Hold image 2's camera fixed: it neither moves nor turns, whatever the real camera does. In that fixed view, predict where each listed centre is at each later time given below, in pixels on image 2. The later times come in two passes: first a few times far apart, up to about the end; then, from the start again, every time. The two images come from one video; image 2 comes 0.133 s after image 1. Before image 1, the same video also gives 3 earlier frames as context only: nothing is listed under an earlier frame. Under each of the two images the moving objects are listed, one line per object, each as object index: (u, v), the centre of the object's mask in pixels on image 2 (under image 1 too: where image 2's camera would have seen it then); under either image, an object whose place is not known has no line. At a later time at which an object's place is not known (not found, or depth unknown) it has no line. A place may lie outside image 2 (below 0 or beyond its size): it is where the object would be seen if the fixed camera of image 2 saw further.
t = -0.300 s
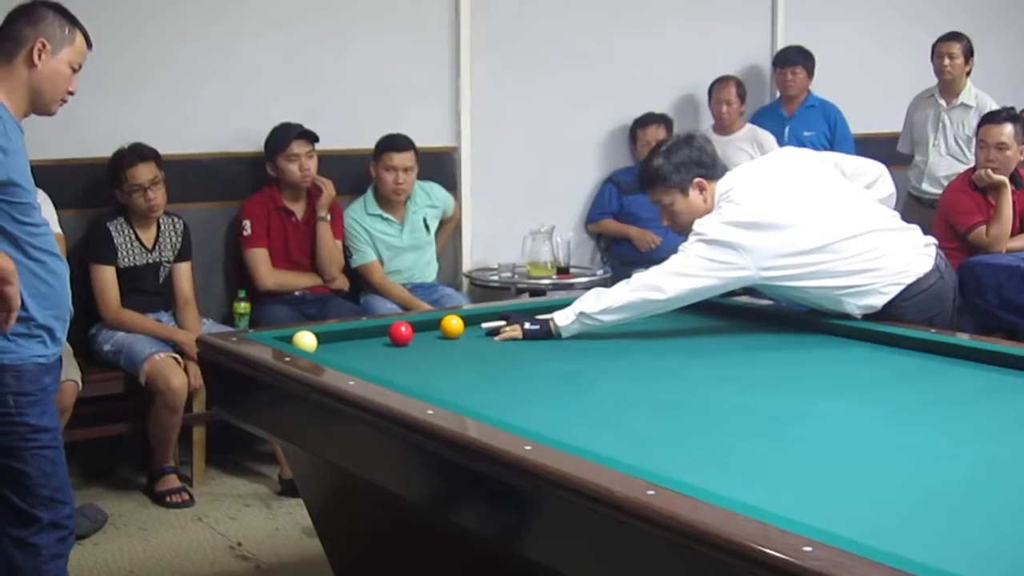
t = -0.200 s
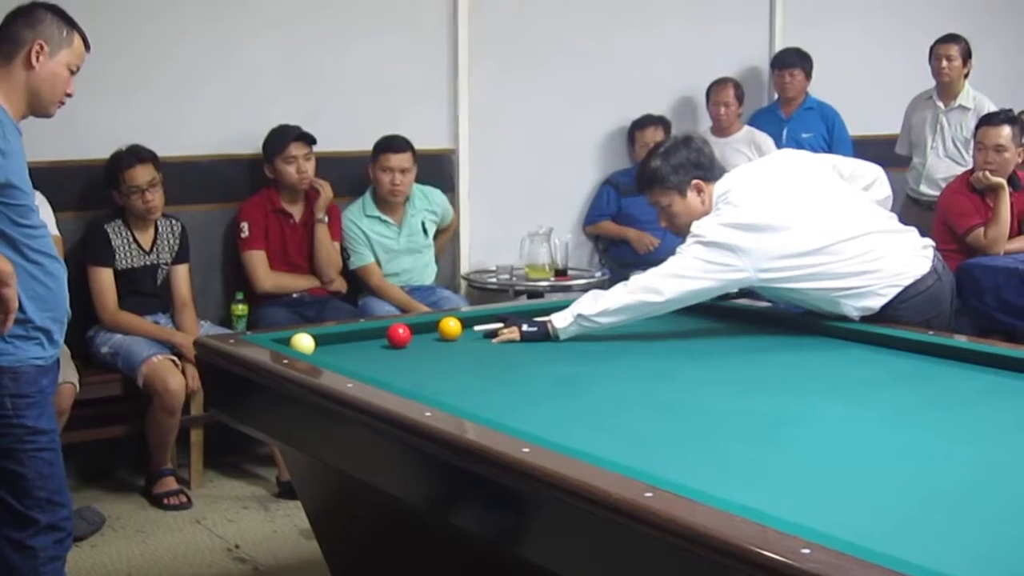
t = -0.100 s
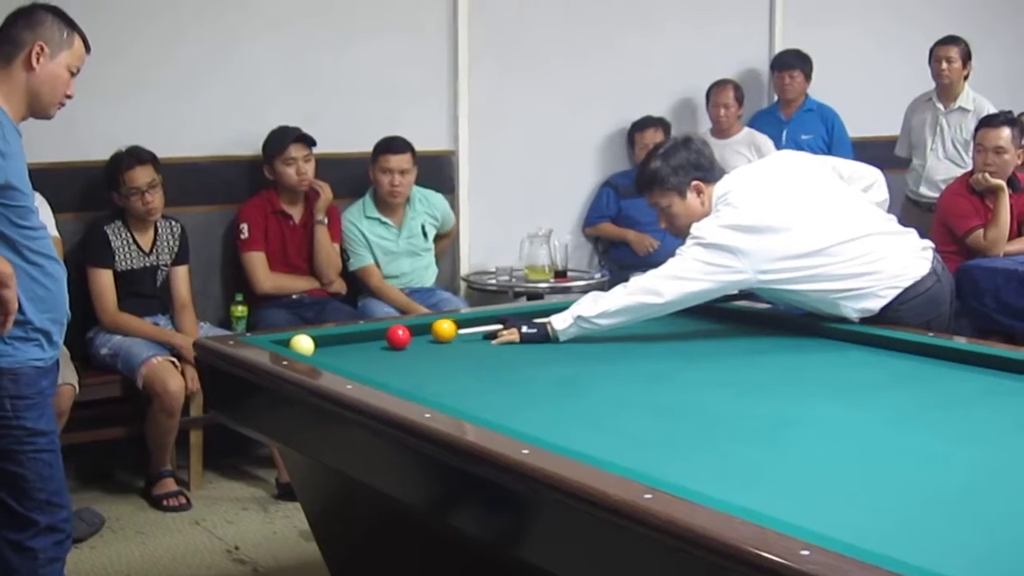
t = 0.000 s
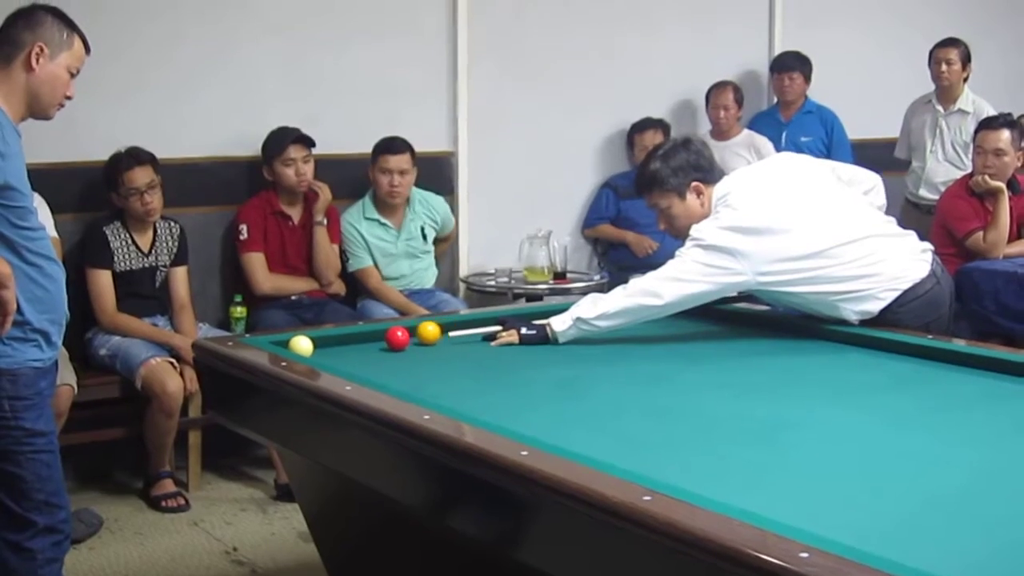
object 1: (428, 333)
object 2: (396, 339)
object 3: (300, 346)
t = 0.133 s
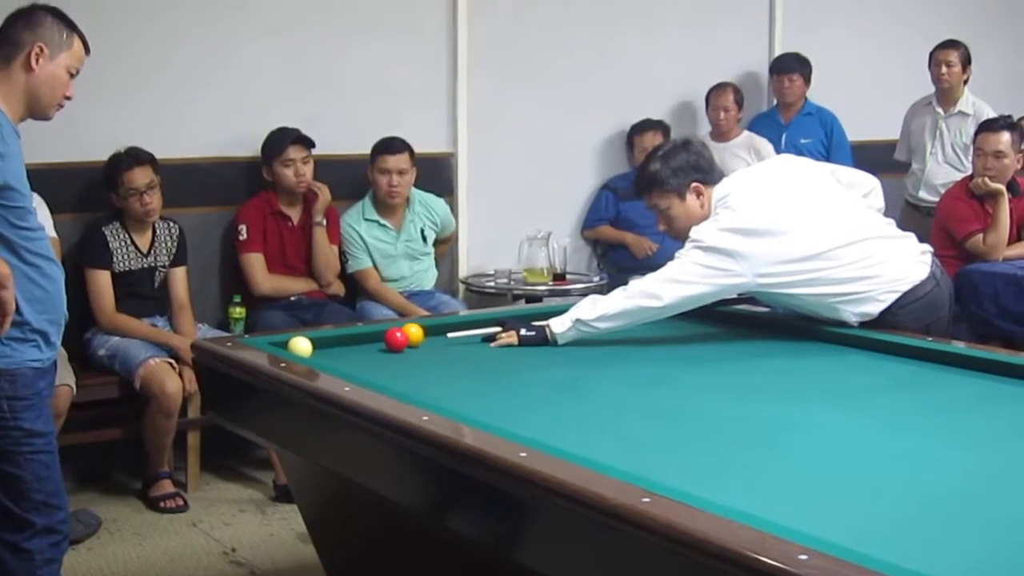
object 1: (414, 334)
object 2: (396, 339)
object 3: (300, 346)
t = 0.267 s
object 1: (398, 328)
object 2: (395, 340)
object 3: (300, 346)
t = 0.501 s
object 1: (371, 335)
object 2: (393, 341)
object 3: (300, 346)
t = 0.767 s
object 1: (353, 338)
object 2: (389, 342)
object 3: (300, 346)
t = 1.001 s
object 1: (339, 341)
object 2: (387, 343)
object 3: (300, 346)
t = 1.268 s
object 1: (324, 344)
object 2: (384, 344)
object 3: (300, 346)
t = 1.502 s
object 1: (320, 346)
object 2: (382, 344)
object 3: (291, 345)
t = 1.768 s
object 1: (320, 347)
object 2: (381, 345)
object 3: (294, 345)
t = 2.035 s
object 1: (324, 348)
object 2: (380, 345)
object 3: (296, 345)
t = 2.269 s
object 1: (327, 348)
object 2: (379, 345)
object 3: (296, 345)
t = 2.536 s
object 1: (330, 349)
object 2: (380, 345)
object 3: (296, 345)
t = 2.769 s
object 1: (332, 349)
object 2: (380, 345)
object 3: (296, 345)
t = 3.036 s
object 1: (335, 350)
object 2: (380, 346)
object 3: (296, 345)
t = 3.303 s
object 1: (336, 350)
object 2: (380, 345)
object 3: (296, 345)
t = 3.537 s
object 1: (336, 350)
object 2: (380, 345)
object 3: (296, 345)
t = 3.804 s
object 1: (336, 350)
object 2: (380, 345)
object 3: (296, 345)
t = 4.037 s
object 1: (336, 350)
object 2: (380, 345)
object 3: (296, 345)
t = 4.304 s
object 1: (336, 350)
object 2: (380, 345)
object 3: (296, 345)
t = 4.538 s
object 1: (336, 350)
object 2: (380, 346)
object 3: (296, 345)
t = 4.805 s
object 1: (335, 350)
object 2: (379, 345)
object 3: (296, 345)
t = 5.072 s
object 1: (335, 350)
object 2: (380, 345)
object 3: (296, 345)
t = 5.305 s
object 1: (335, 350)
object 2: (380, 345)
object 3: (296, 345)
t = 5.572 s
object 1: (335, 350)
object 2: (380, 345)
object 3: (296, 345)
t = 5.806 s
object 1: (335, 350)
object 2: (379, 345)
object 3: (295, 345)
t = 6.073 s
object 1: (335, 350)
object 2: (379, 345)
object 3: (295, 345)
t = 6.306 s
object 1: (335, 350)
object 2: (379, 345)
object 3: (295, 345)
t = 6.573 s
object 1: (335, 350)
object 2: (379, 345)
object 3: (295, 345)
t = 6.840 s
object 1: (335, 350)
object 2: (379, 345)
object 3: (295, 345)
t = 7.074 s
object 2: (379, 345)
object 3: (295, 345)
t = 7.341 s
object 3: (295, 345)
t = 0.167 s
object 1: (411, 333)
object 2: (396, 339)
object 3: (300, 346)
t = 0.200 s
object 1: (408, 332)
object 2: (396, 339)
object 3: (300, 346)
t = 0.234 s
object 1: (405, 331)
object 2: (396, 339)
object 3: (300, 346)
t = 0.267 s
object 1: (398, 328)
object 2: (395, 340)
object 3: (300, 346)
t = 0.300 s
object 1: (391, 328)
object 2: (395, 340)
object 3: (300, 346)
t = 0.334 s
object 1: (385, 330)
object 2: (394, 340)
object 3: (300, 346)
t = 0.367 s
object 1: (381, 332)
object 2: (394, 340)
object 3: (300, 346)
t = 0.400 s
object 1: (378, 333)
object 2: (394, 340)
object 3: (300, 346)
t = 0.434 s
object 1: (376, 334)
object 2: (393, 340)
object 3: (300, 346)
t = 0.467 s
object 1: (373, 335)
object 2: (393, 341)
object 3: (300, 346)
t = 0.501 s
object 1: (371, 335)
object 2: (393, 341)
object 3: (300, 346)
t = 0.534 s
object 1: (368, 335)
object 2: (392, 341)
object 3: (300, 346)
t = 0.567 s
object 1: (365, 335)
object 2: (391, 341)
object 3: (300, 346)
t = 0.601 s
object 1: (363, 336)
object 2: (391, 341)
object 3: (300, 346)
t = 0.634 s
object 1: (361, 336)
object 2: (390, 341)
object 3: (300, 346)
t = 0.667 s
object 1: (359, 337)
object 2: (390, 341)
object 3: (300, 346)
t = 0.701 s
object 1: (357, 337)
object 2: (390, 341)
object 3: (300, 346)
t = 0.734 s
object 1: (355, 337)
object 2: (389, 341)
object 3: (300, 346)
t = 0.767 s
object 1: (353, 338)
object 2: (389, 342)
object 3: (300, 346)
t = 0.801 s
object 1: (351, 338)
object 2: (389, 342)
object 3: (300, 346)
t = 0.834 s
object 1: (349, 338)
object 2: (388, 342)
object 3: (300, 346)
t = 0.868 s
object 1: (347, 339)
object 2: (388, 342)
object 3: (300, 346)
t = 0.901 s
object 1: (345, 340)
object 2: (388, 342)
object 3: (300, 346)
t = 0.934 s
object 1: (343, 340)
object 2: (387, 342)
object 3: (300, 346)
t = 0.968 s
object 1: (341, 340)
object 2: (387, 343)
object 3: (300, 346)
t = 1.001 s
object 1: (339, 341)
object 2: (387, 343)
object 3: (300, 346)
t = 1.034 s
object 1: (337, 341)
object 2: (387, 343)
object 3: (300, 346)
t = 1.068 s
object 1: (335, 342)
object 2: (386, 343)
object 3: (300, 346)
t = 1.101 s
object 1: (333, 342)
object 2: (386, 343)
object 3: (300, 346)
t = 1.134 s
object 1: (331, 343)
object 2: (386, 343)
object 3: (300, 346)
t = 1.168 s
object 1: (329, 343)
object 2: (385, 343)
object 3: (300, 346)
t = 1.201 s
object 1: (327, 343)
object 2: (385, 343)
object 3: (300, 346)
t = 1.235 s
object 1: (325, 344)
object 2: (384, 344)
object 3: (300, 346)
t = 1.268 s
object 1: (324, 344)
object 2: (384, 344)
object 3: (300, 346)
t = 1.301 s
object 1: (322, 345)
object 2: (384, 344)
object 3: (300, 346)
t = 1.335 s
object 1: (321, 345)
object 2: (384, 344)
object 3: (299, 346)
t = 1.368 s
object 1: (321, 345)
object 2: (383, 344)
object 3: (297, 346)
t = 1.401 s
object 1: (321, 346)
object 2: (383, 344)
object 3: (296, 346)
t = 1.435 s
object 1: (320, 346)
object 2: (383, 344)
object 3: (294, 346)
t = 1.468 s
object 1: (320, 346)
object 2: (383, 344)
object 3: (293, 345)
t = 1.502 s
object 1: (320, 346)
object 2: (382, 344)
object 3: (291, 345)
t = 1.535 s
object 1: (320, 346)
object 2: (382, 344)
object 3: (290, 345)
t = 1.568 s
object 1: (320, 346)
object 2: (382, 345)
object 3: (290, 345)
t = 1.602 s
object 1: (320, 346)
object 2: (382, 345)
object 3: (291, 345)
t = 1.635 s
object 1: (320, 347)
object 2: (382, 345)
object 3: (292, 345)
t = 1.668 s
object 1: (320, 347)
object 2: (381, 345)
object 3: (292, 345)
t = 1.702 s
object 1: (320, 347)
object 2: (381, 345)
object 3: (293, 345)
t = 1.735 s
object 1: (320, 347)
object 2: (381, 345)
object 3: (294, 346)
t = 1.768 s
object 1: (320, 347)
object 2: (381, 345)
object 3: (294, 345)
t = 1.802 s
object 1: (320, 347)
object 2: (381, 345)
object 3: (295, 345)
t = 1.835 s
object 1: (320, 347)
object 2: (380, 345)
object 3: (295, 345)
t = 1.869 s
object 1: (320, 347)
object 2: (380, 345)
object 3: (295, 345)
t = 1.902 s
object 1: (321, 348)
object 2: (380, 345)
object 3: (295, 345)
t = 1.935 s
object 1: (322, 348)
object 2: (380, 345)
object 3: (295, 345)
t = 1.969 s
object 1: (322, 348)
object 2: (380, 345)
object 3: (295, 345)
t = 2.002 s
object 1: (323, 348)
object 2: (380, 345)
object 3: (295, 345)
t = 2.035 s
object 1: (324, 348)
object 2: (380, 345)
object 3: (296, 345)
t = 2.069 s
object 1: (324, 348)
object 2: (380, 345)
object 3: (296, 345)
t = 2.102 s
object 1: (324, 348)
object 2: (380, 345)
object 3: (296, 345)
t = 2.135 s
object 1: (325, 348)
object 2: (380, 345)
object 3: (296, 345)
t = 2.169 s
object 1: (325, 348)
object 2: (380, 345)
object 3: (296, 345)
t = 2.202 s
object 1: (326, 348)
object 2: (380, 345)
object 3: (296, 345)
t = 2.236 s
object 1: (327, 348)
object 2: (380, 345)
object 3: (296, 345)
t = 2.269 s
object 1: (327, 348)
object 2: (379, 345)
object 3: (296, 345)
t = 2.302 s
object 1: (327, 348)
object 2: (379, 345)
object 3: (296, 345)
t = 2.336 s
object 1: (328, 348)
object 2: (379, 345)
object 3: (295, 345)
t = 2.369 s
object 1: (328, 349)
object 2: (380, 345)
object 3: (296, 345)
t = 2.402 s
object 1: (329, 349)
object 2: (380, 345)
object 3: (296, 345)
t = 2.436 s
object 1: (329, 349)
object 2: (380, 345)
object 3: (296, 345)
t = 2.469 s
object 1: (329, 349)
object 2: (380, 345)
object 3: (296, 345)
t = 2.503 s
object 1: (330, 349)
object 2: (380, 345)
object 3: (296, 345)
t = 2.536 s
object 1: (330, 349)
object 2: (380, 345)
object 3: (296, 345)
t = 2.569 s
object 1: (331, 349)
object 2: (380, 345)
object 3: (296, 345)
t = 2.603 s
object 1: (331, 349)
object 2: (380, 345)
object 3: (296, 345)
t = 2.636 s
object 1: (331, 349)
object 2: (380, 345)
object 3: (296, 345)
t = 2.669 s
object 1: (332, 349)
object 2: (380, 345)
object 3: (296, 345)
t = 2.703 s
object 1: (332, 349)
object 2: (380, 345)
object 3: (296, 345)
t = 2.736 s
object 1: (332, 349)
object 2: (380, 345)
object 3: (296, 345)
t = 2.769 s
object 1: (332, 349)
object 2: (380, 345)
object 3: (296, 345)
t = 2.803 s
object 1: (333, 349)
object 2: (380, 345)
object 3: (296, 345)
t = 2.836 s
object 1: (333, 350)
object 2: (380, 345)
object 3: (296, 345)
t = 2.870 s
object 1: (333, 350)
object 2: (380, 345)
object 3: (296, 345)
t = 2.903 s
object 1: (334, 350)
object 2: (380, 345)
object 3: (296, 345)
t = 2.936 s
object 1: (334, 350)
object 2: (380, 345)
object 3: (296, 345)
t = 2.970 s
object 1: (334, 350)
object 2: (380, 345)
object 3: (296, 345)
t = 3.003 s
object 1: (334, 350)
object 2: (380, 345)
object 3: (296, 345)
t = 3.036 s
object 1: (335, 350)
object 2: (380, 346)
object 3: (296, 345)
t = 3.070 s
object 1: (335, 350)
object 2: (380, 345)
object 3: (296, 345)
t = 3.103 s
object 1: (335, 350)
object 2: (380, 345)
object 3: (296, 345)
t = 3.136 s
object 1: (335, 350)
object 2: (380, 345)
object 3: (296, 345)
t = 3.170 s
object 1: (335, 350)
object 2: (380, 345)
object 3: (296, 345)
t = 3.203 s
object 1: (335, 350)
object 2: (380, 345)
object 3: (296, 345)
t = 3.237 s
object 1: (335, 350)
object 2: (380, 345)
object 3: (296, 345)
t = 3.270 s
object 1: (336, 350)
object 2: (380, 345)
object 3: (296, 345)
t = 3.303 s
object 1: (336, 350)
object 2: (380, 345)
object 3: (296, 345)
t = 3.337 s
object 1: (336, 350)
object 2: (380, 346)
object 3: (296, 345)
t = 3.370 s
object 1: (336, 350)
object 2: (380, 345)
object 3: (296, 345)
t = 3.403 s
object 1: (336, 350)
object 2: (380, 345)
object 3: (296, 345)
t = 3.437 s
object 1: (336, 350)
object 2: (380, 345)
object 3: (296, 345)
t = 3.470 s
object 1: (336, 350)
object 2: (380, 345)
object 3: (296, 345)
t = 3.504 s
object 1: (336, 350)
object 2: (380, 345)
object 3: (296, 345)
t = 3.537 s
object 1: (336, 350)
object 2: (380, 345)
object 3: (296, 345)
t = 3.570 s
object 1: (336, 350)
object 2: (380, 345)
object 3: (296, 345)
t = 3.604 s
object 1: (336, 350)
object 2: (380, 345)
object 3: (296, 345)
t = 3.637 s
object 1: (336, 350)
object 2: (380, 345)
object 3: (296, 345)
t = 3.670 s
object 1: (336, 350)
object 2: (380, 345)
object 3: (296, 345)
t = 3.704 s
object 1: (336, 350)
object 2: (380, 345)
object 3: (296, 345)
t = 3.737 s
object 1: (336, 350)
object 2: (380, 345)
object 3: (296, 345)
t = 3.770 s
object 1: (336, 350)
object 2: (380, 345)
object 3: (296, 345)
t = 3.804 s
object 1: (336, 350)
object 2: (380, 345)
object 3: (296, 345)
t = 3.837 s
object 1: (336, 350)
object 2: (380, 345)
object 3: (296, 345)
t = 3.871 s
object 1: (336, 350)
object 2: (380, 345)
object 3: (296, 345)
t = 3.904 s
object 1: (336, 350)
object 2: (380, 345)
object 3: (296, 345)
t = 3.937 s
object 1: (336, 350)
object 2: (380, 345)
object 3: (296, 345)
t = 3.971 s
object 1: (336, 350)
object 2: (380, 345)
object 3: (296, 345)
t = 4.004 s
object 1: (336, 350)
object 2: (380, 345)
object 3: (296, 345)
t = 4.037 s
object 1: (336, 350)
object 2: (380, 345)
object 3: (296, 345)
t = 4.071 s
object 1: (336, 350)
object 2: (380, 345)
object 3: (296, 345)
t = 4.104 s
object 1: (336, 350)
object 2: (380, 346)
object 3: (296, 345)
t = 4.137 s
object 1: (336, 350)
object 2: (380, 345)
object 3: (296, 345)
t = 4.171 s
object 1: (336, 350)
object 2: (380, 346)
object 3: (296, 345)
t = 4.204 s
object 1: (336, 350)
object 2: (380, 346)
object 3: (296, 345)
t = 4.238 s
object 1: (336, 350)
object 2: (380, 345)
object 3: (296, 345)
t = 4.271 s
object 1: (336, 350)
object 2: (380, 345)
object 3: (296, 345)
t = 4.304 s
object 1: (336, 350)
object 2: (380, 345)
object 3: (296, 345)
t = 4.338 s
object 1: (336, 350)
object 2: (380, 345)
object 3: (296, 345)
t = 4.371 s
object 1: (336, 350)
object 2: (380, 345)
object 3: (296, 345)
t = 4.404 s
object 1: (336, 350)
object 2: (380, 345)
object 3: (296, 345)
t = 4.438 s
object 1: (336, 350)
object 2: (380, 346)
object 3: (296, 345)
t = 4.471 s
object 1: (335, 350)
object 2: (380, 345)
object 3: (296, 345)
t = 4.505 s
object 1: (335, 350)
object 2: (380, 345)
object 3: (296, 345)
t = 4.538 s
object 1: (336, 350)
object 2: (380, 346)
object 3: (296, 345)
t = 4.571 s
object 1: (335, 350)
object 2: (380, 345)
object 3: (296, 345)
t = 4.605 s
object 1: (335, 350)
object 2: (380, 345)
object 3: (296, 345)
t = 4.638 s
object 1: (335, 350)
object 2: (380, 345)
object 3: (296, 345)
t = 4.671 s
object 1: (335, 350)
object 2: (380, 345)
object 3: (296, 345)
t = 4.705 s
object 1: (335, 350)
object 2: (379, 345)
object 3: (296, 345)
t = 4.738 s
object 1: (335, 350)
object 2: (379, 345)
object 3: (296, 345)
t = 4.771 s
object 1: (335, 350)
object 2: (379, 345)
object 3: (296, 345)
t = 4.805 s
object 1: (335, 350)
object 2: (379, 345)
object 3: (296, 345)
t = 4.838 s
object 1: (335, 350)
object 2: (379, 345)
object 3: (296, 345)
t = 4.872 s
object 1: (335, 350)
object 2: (379, 345)
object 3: (296, 345)
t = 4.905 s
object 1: (335, 350)
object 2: (379, 345)
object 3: (296, 345)
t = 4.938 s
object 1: (335, 350)
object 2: (379, 345)
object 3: (296, 345)
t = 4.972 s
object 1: (335, 350)
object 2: (379, 345)
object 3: (296, 345)
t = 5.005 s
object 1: (335, 350)
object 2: (380, 345)
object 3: (296, 345)
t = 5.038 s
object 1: (335, 350)
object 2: (380, 345)
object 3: (296, 345)
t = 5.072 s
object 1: (335, 350)
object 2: (380, 345)
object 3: (296, 345)
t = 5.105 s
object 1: (335, 350)
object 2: (380, 345)
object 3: (296, 345)
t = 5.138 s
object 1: (335, 350)
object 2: (380, 345)
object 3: (296, 345)
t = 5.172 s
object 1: (335, 350)
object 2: (380, 345)
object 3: (296, 345)
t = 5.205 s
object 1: (335, 350)
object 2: (380, 345)
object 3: (296, 345)
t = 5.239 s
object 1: (335, 350)
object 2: (380, 345)
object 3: (296, 345)
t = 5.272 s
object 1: (335, 350)
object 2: (380, 345)
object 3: (296, 345)
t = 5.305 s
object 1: (335, 350)
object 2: (380, 345)
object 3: (296, 345)
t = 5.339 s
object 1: (335, 350)
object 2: (380, 345)
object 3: (296, 345)
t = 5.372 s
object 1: (335, 350)
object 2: (380, 345)
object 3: (296, 345)
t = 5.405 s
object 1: (335, 350)
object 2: (380, 345)
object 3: (296, 345)
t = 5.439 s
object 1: (335, 350)
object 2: (379, 345)
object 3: (295, 345)
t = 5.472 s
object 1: (335, 350)
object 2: (380, 345)
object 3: (296, 345)
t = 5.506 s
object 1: (335, 350)
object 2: (380, 345)
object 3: (296, 345)
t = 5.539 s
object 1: (335, 350)
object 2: (380, 345)
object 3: (296, 345)
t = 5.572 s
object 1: (335, 350)
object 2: (380, 345)
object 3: (296, 345)
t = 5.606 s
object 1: (335, 350)
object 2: (380, 345)
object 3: (295, 345)
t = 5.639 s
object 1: (335, 350)
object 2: (380, 345)
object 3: (296, 345)
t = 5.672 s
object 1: (335, 350)
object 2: (380, 345)
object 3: (296, 345)
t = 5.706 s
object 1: (335, 350)
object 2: (380, 345)
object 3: (295, 345)
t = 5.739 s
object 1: (335, 350)
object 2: (380, 345)
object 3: (295, 345)
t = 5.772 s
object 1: (335, 350)
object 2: (379, 345)
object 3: (295, 345)
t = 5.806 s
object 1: (335, 350)
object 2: (379, 345)
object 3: (295, 345)
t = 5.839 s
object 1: (335, 350)
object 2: (379, 345)
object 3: (295, 345)
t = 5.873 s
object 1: (335, 350)
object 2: (379, 345)
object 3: (295, 345)
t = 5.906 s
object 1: (335, 350)
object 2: (379, 345)
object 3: (295, 345)
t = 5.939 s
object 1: (335, 350)
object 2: (379, 345)
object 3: (295, 345)
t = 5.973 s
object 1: (335, 350)
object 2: (379, 345)
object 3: (295, 345)
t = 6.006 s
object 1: (335, 350)
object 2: (379, 345)
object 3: (295, 345)
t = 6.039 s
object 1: (335, 350)
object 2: (379, 345)
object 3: (295, 345)
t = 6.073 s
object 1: (335, 350)
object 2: (379, 345)
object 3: (295, 345)
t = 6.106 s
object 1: (335, 350)
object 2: (379, 345)
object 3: (295, 345)
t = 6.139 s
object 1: (335, 350)
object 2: (379, 345)
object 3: (295, 345)
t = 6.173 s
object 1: (335, 350)
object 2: (379, 345)
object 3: (295, 345)
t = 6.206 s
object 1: (335, 350)
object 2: (379, 345)
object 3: (295, 345)
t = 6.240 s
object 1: (335, 350)
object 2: (379, 345)
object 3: (295, 345)
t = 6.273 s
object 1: (335, 350)
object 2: (379, 345)
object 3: (295, 345)
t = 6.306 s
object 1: (335, 350)
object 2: (379, 345)
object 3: (295, 345)
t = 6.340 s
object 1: (335, 350)
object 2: (379, 345)
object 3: (295, 345)
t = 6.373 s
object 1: (335, 350)
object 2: (379, 345)
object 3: (295, 345)
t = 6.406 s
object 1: (335, 350)
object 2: (379, 345)
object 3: (295, 345)
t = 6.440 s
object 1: (335, 350)
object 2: (379, 345)
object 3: (295, 345)
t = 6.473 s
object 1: (335, 350)
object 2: (379, 345)
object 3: (295, 345)
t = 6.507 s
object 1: (335, 350)
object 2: (379, 345)
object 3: (295, 345)
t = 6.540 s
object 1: (335, 350)
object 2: (379, 345)
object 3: (295, 345)
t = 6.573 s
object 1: (335, 350)
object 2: (379, 345)
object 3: (295, 345)
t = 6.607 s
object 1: (335, 350)
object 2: (379, 345)
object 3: (295, 345)
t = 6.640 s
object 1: (335, 350)
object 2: (379, 345)
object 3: (295, 345)
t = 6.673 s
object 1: (335, 350)
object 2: (379, 345)
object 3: (295, 345)
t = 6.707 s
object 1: (335, 350)
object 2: (379, 345)
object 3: (295, 345)
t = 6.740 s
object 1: (335, 350)
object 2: (379, 345)
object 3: (295, 345)
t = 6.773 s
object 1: (335, 350)
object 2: (379, 345)
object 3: (295, 345)
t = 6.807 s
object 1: (335, 350)
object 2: (379, 345)
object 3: (295, 345)
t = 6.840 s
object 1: (335, 350)
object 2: (379, 345)
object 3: (295, 345)
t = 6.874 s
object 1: (335, 350)
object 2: (379, 345)
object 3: (295, 345)
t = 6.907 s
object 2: (379, 345)
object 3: (295, 345)
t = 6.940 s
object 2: (379, 345)
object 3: (295, 345)
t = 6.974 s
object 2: (379, 345)
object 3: (295, 345)
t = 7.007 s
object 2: (379, 345)
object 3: (295, 345)
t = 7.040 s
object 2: (379, 345)
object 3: (295, 345)
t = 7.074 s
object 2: (379, 345)
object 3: (295, 345)
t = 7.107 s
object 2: (379, 345)
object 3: (295, 345)
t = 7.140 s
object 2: (379, 345)
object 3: (295, 345)
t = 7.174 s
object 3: (295, 345)
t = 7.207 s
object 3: (295, 345)
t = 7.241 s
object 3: (295, 345)
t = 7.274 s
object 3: (295, 345)
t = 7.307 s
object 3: (295, 345)
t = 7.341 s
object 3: (295, 345)
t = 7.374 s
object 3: (296, 345)
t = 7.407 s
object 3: (299, 346)
